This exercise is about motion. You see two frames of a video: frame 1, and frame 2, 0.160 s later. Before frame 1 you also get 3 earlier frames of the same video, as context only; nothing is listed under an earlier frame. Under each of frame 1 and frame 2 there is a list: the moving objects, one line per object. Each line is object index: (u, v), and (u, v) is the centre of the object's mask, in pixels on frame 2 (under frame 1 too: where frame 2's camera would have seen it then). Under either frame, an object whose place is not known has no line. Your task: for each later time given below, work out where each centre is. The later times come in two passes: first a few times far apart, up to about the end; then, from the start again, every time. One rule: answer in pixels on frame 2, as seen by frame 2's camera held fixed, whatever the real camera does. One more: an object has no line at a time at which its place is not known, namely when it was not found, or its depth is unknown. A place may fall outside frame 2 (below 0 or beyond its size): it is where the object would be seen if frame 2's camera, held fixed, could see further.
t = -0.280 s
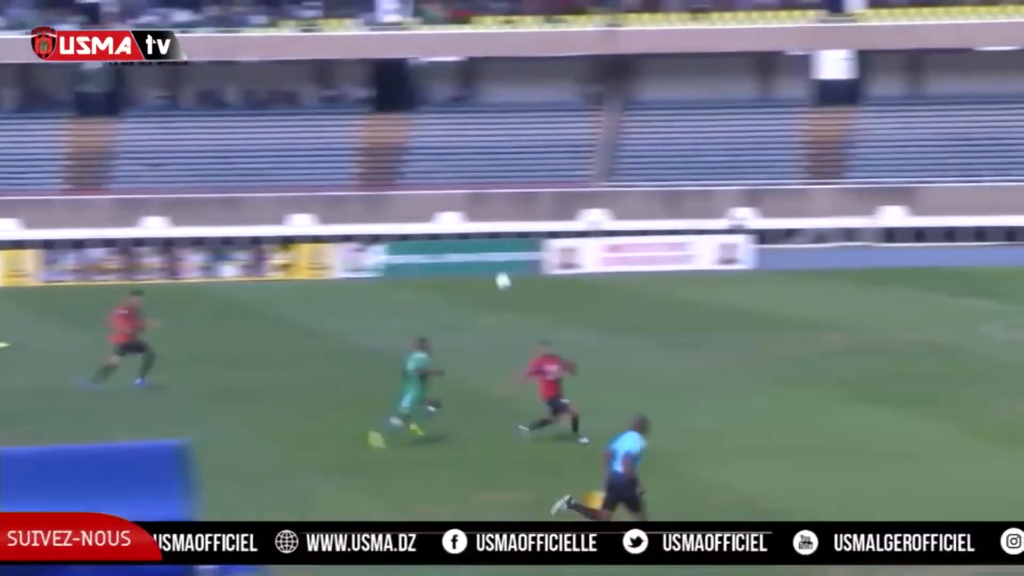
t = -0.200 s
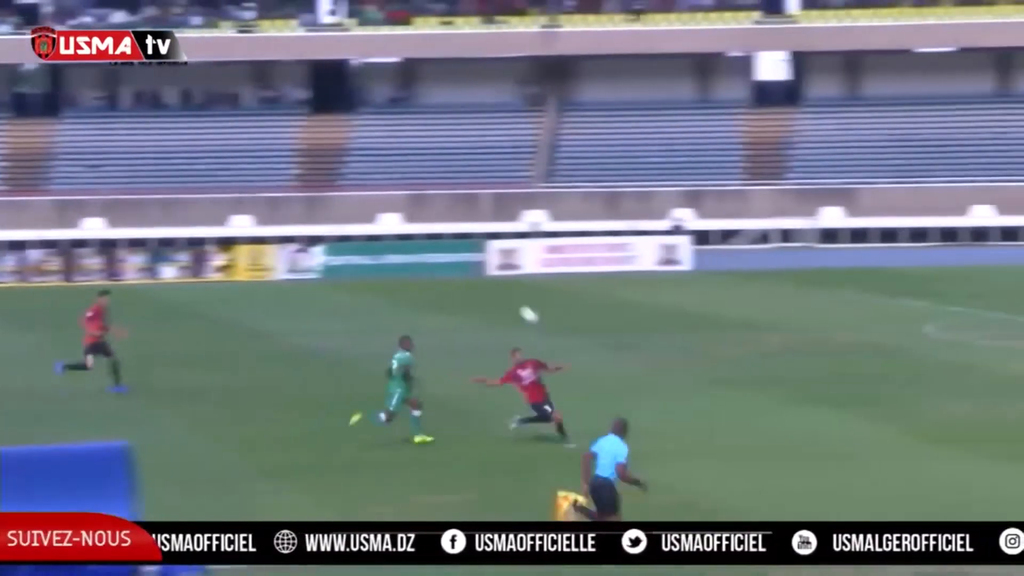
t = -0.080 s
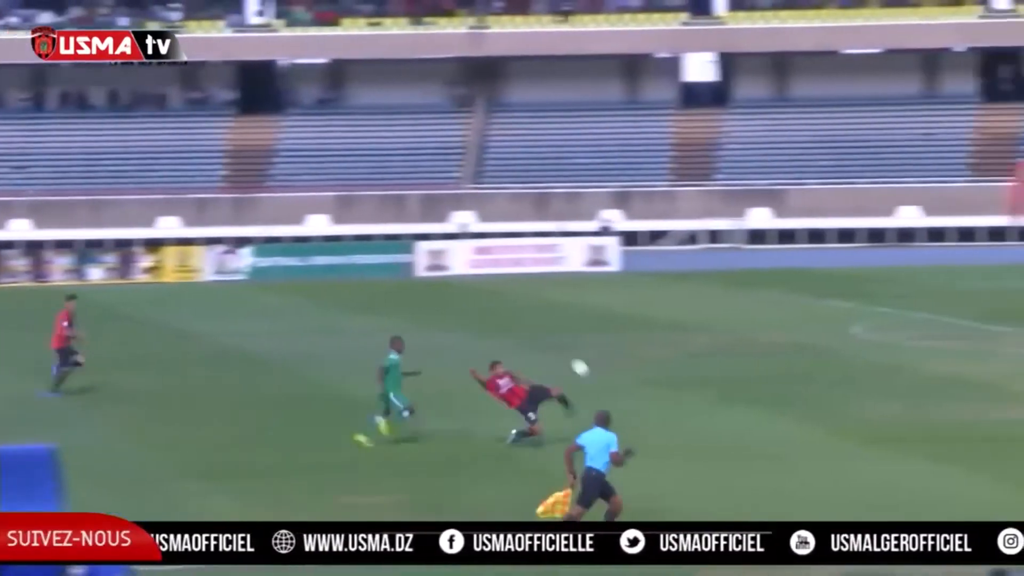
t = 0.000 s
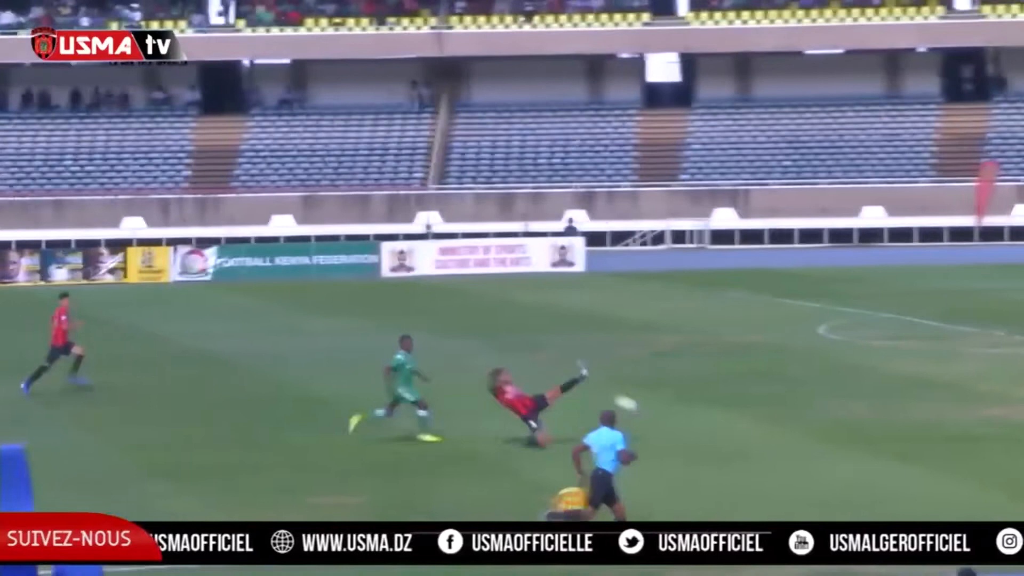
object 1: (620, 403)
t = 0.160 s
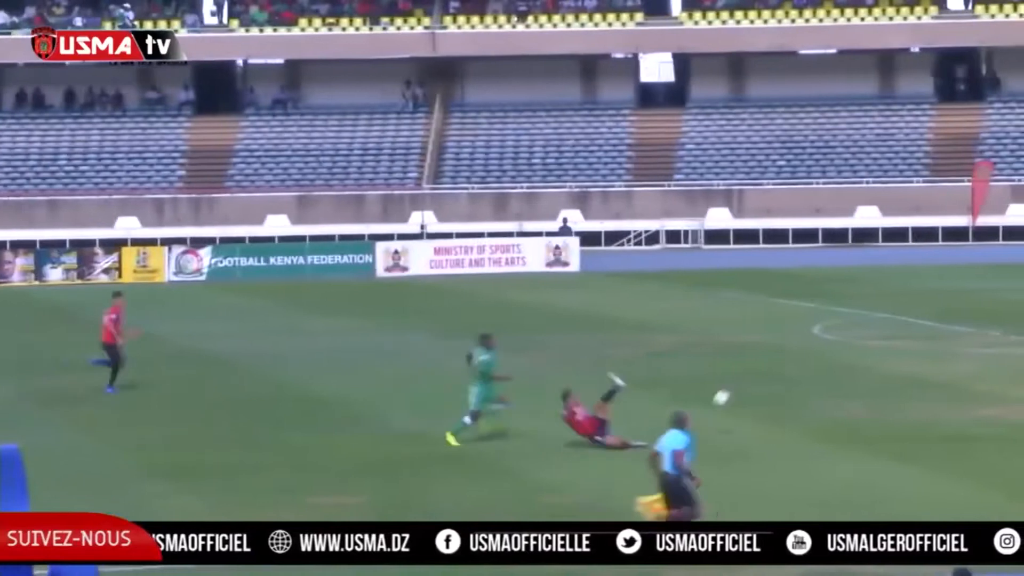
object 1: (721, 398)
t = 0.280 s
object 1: (760, 361)
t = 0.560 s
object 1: (860, 316)
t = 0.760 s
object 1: (933, 319)
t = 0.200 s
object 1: (735, 384)
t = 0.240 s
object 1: (749, 372)
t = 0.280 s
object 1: (760, 361)
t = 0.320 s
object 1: (772, 351)
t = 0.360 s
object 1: (786, 342)
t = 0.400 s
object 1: (802, 334)
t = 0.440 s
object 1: (816, 328)
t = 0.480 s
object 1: (831, 322)
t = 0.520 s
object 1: (846, 319)
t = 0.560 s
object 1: (860, 316)
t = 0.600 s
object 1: (876, 314)
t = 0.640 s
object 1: (893, 313)
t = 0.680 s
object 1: (907, 314)
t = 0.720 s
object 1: (921, 315)
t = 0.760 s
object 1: (933, 319)
